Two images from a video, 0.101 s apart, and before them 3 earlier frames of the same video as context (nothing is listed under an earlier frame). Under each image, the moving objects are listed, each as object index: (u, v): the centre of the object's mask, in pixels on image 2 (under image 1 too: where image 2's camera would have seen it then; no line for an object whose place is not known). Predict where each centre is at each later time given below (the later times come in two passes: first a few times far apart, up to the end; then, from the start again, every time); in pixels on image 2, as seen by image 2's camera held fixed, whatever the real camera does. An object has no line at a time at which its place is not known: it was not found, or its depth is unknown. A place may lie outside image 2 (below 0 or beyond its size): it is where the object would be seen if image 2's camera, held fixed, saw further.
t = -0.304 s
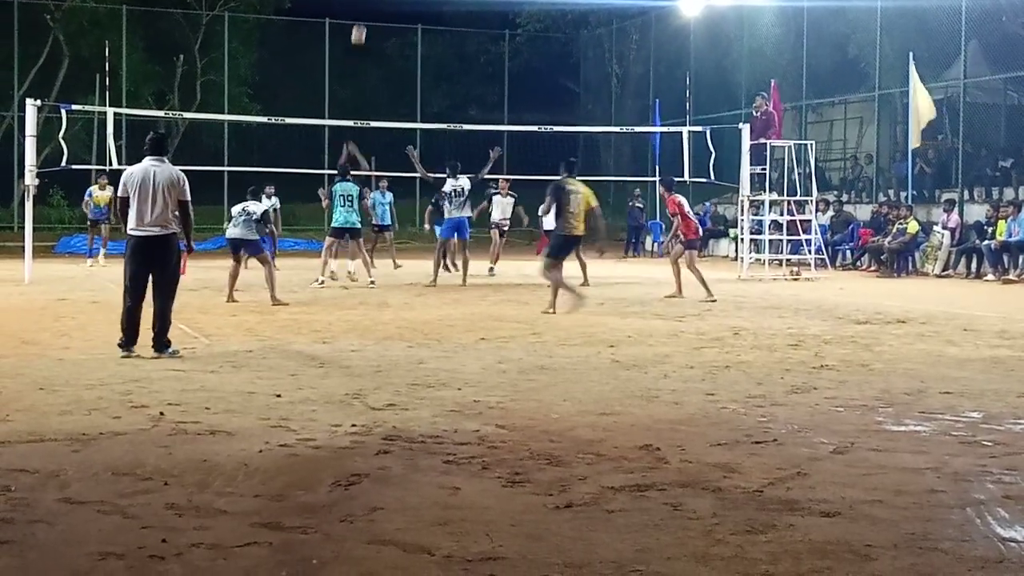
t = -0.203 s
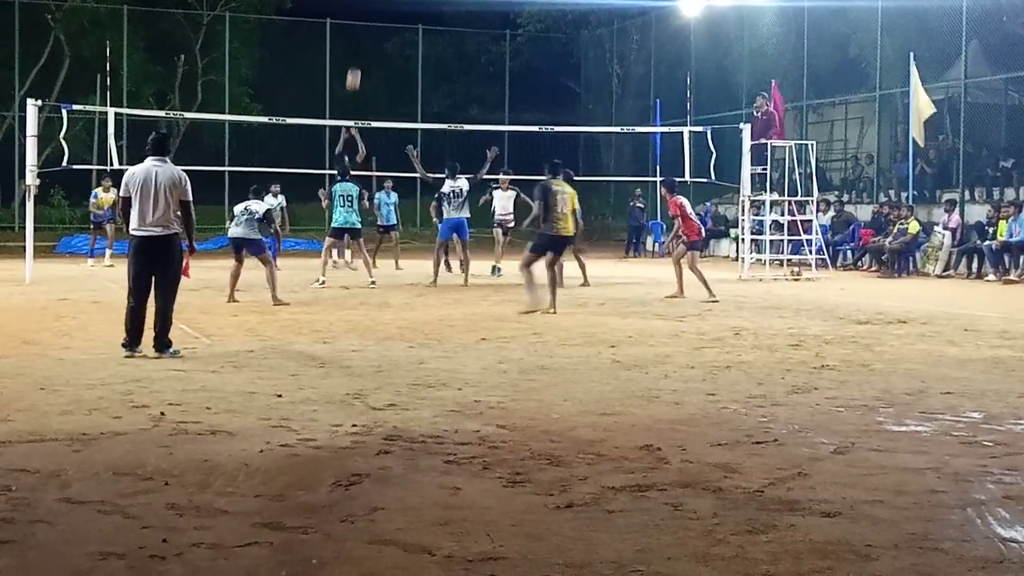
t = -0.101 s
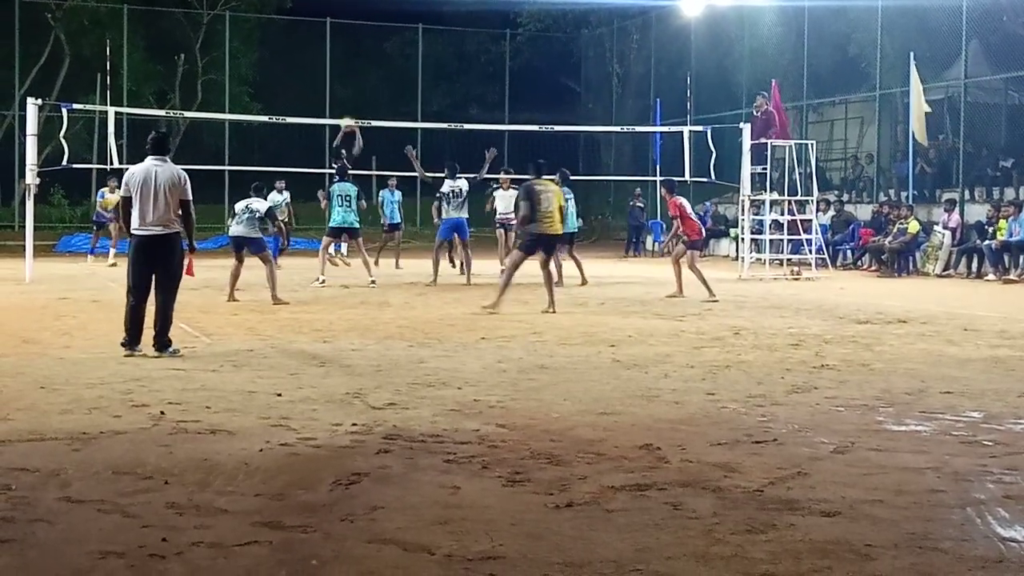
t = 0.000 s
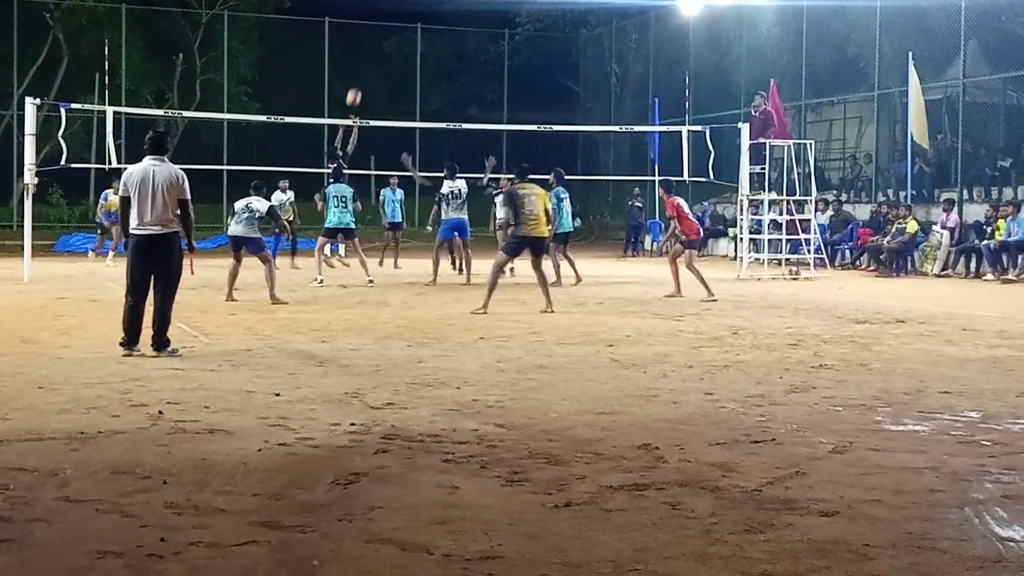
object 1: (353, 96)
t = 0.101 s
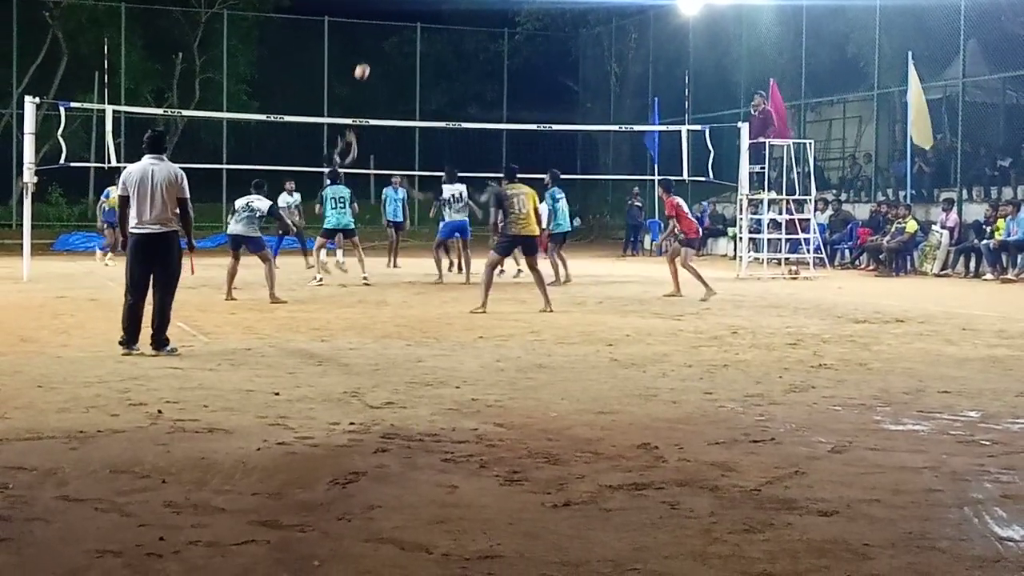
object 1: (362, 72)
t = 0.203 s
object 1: (371, 53)
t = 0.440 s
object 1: (392, 36)
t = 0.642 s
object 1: (409, 49)
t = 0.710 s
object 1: (415, 59)
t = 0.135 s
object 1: (365, 65)
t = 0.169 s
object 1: (368, 59)
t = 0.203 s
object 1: (371, 53)
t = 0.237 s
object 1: (374, 49)
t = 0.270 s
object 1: (377, 44)
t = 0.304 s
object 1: (380, 41)
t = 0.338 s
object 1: (383, 39)
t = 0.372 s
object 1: (386, 37)
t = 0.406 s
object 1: (389, 36)
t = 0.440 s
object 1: (392, 36)
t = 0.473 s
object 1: (395, 36)
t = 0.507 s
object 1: (398, 37)
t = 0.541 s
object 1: (401, 39)
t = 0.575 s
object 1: (403, 42)
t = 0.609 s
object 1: (406, 45)
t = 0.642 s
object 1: (409, 49)
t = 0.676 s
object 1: (412, 53)
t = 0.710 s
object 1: (415, 59)
